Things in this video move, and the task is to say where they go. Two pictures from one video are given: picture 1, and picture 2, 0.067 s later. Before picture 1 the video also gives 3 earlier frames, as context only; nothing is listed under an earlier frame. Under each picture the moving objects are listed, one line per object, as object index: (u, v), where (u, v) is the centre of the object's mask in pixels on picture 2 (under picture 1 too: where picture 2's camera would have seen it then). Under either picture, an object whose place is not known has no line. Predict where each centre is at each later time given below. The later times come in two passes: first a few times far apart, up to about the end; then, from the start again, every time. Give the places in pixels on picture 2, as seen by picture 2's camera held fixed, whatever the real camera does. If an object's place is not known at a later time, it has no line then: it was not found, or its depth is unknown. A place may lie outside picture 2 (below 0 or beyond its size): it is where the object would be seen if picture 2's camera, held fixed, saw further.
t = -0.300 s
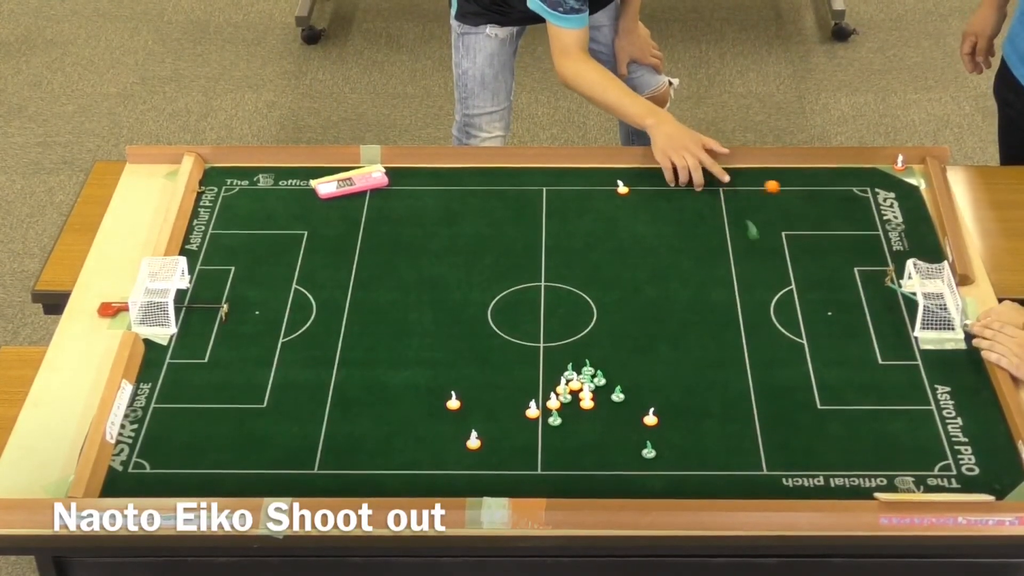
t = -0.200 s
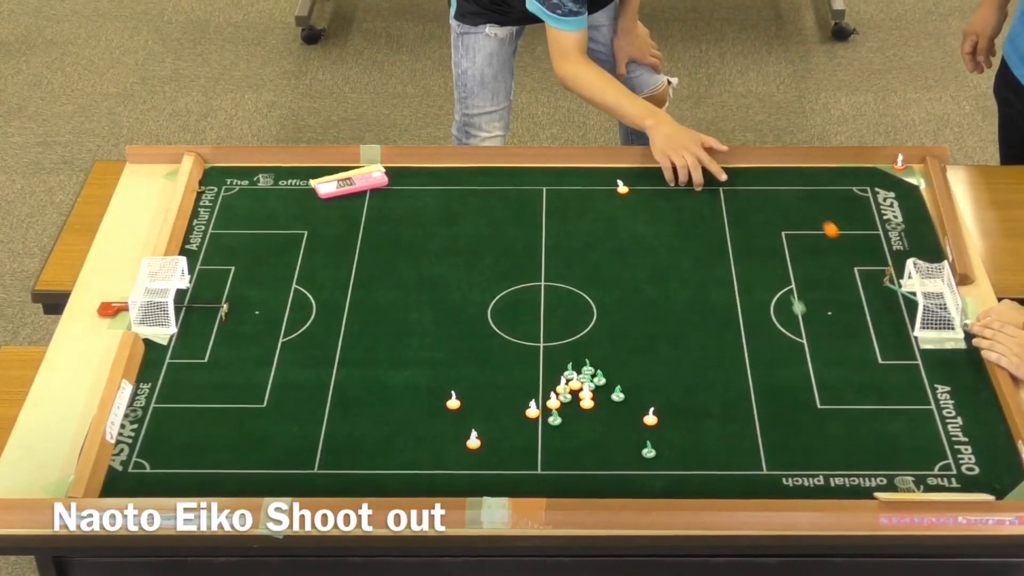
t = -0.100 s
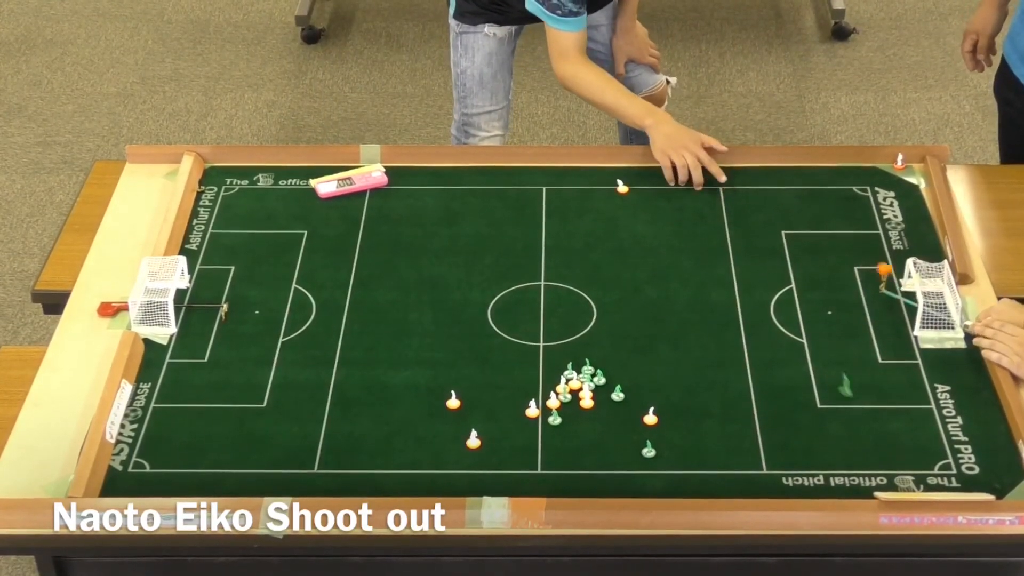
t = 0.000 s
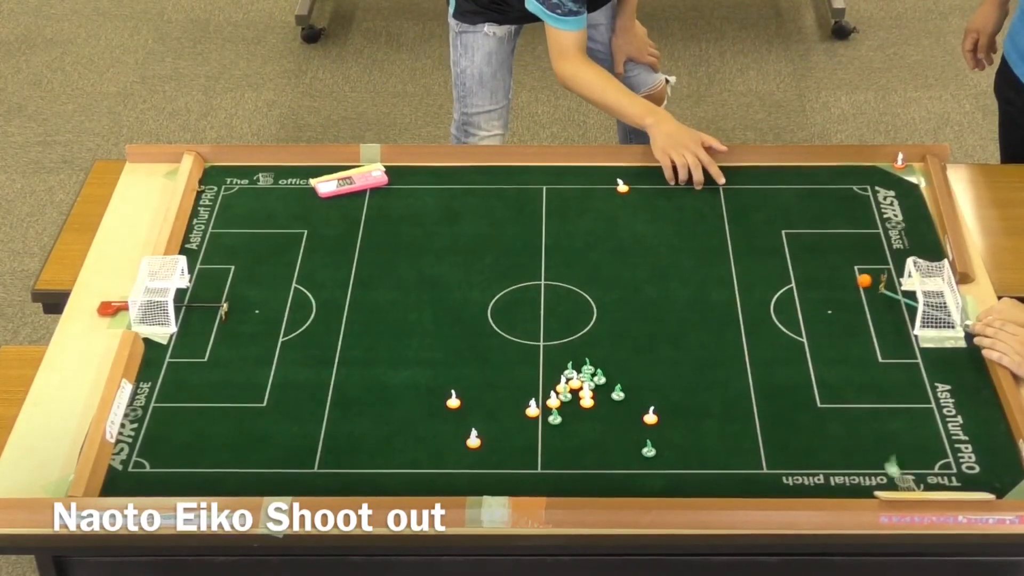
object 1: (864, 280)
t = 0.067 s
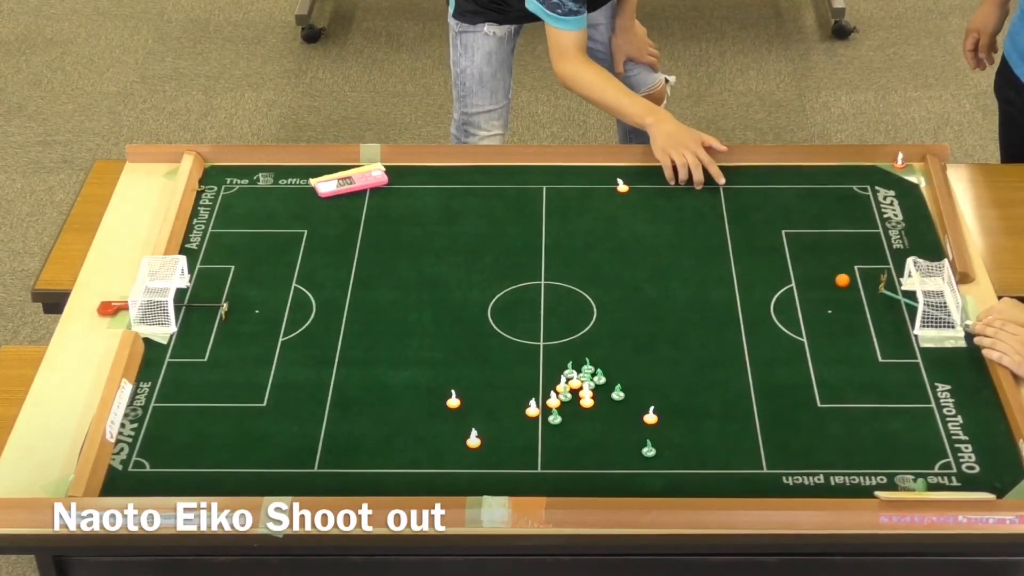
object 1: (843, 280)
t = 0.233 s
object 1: (800, 281)
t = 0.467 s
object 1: (749, 284)
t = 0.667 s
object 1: (712, 286)
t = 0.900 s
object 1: (677, 289)
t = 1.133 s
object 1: (648, 294)
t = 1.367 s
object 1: (627, 297)
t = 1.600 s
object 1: (614, 302)
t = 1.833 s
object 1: (608, 305)
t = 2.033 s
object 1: (606, 305)
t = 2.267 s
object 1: (606, 305)
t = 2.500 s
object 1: (606, 305)
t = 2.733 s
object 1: (606, 305)
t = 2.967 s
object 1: (606, 305)
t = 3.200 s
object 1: (606, 305)
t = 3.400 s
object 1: (606, 305)
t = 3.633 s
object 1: (606, 305)
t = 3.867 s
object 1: (606, 305)
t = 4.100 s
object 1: (606, 305)
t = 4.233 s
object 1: (606, 305)
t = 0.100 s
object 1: (833, 280)
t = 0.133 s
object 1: (824, 280)
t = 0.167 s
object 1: (816, 281)
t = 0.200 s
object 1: (807, 281)
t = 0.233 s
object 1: (800, 281)
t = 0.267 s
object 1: (792, 282)
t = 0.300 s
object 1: (784, 282)
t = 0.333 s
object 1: (776, 282)
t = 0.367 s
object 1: (769, 282)
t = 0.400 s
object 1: (762, 283)
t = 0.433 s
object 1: (756, 283)
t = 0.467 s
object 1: (749, 284)
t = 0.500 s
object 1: (743, 284)
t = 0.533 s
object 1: (736, 284)
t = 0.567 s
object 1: (729, 285)
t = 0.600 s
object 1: (724, 285)
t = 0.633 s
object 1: (718, 286)
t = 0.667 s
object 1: (712, 286)
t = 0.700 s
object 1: (707, 286)
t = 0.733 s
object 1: (701, 287)
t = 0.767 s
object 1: (696, 287)
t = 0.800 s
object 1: (691, 288)
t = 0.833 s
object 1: (686, 288)
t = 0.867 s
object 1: (681, 289)
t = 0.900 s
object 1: (677, 289)
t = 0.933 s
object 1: (673, 290)
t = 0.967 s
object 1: (668, 290)
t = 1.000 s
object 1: (663, 291)
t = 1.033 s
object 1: (659, 292)
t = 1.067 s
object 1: (655, 292)
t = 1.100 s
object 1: (651, 293)
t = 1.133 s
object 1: (648, 294)
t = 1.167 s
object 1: (644, 294)
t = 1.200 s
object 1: (641, 295)
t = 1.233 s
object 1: (638, 296)
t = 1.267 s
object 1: (635, 296)
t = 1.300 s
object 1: (632, 297)
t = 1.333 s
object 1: (629, 297)
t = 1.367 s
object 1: (627, 297)
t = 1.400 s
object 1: (625, 298)
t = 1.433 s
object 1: (623, 299)
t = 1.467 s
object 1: (621, 299)
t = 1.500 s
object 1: (619, 300)
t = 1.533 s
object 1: (617, 301)
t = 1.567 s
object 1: (615, 301)
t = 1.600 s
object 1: (614, 302)
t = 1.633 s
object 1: (613, 302)
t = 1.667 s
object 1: (612, 303)
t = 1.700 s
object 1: (611, 303)
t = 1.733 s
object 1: (610, 303)
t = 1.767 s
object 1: (609, 304)
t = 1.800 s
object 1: (608, 304)
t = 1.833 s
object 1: (608, 305)
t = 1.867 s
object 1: (607, 305)
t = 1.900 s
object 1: (607, 305)
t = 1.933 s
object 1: (606, 305)
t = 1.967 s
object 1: (606, 305)
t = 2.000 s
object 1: (606, 305)
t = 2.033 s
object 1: (606, 305)
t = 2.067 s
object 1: (606, 305)
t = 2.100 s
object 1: (606, 305)
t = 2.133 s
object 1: (606, 305)
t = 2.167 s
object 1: (606, 305)
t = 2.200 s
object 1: (606, 305)
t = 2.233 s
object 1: (606, 305)
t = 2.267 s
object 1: (606, 305)
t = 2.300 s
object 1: (606, 305)
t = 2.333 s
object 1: (606, 305)
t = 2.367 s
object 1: (606, 305)
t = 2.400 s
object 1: (606, 305)
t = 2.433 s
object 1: (606, 305)
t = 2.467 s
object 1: (606, 305)
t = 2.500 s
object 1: (606, 305)
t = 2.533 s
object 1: (606, 305)
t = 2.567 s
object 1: (606, 305)
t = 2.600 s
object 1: (606, 305)
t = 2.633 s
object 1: (606, 305)
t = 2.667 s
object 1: (606, 305)
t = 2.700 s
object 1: (606, 305)
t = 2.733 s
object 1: (606, 305)
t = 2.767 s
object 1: (606, 305)
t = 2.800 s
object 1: (606, 305)
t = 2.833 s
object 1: (606, 305)
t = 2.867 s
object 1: (606, 305)
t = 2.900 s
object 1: (606, 305)
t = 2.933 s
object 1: (606, 305)
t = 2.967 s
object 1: (606, 305)
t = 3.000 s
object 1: (606, 305)
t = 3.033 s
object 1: (606, 305)
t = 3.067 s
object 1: (606, 305)
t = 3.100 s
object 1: (606, 305)
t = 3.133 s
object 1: (606, 305)
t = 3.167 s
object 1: (606, 305)
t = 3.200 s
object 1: (606, 305)
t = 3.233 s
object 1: (606, 305)
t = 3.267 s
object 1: (606, 305)
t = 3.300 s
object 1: (606, 305)
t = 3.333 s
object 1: (606, 305)
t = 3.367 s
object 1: (606, 305)
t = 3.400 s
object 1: (606, 305)
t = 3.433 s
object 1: (606, 305)
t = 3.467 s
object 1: (606, 305)
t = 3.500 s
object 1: (606, 305)
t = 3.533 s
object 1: (606, 305)
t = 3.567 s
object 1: (606, 305)
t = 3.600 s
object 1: (606, 305)
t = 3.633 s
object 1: (606, 305)
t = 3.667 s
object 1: (606, 305)
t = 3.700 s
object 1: (606, 305)
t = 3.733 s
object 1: (606, 305)
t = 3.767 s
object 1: (606, 305)
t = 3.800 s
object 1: (606, 305)
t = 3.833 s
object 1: (606, 305)
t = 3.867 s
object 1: (606, 305)
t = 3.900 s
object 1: (606, 305)
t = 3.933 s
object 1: (606, 305)
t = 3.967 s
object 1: (606, 305)
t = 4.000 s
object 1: (606, 305)
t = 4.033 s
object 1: (606, 305)
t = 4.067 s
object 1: (606, 305)
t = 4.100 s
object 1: (606, 305)
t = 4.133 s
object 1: (606, 305)
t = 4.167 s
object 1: (606, 305)
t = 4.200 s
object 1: (606, 305)
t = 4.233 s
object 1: (606, 305)
